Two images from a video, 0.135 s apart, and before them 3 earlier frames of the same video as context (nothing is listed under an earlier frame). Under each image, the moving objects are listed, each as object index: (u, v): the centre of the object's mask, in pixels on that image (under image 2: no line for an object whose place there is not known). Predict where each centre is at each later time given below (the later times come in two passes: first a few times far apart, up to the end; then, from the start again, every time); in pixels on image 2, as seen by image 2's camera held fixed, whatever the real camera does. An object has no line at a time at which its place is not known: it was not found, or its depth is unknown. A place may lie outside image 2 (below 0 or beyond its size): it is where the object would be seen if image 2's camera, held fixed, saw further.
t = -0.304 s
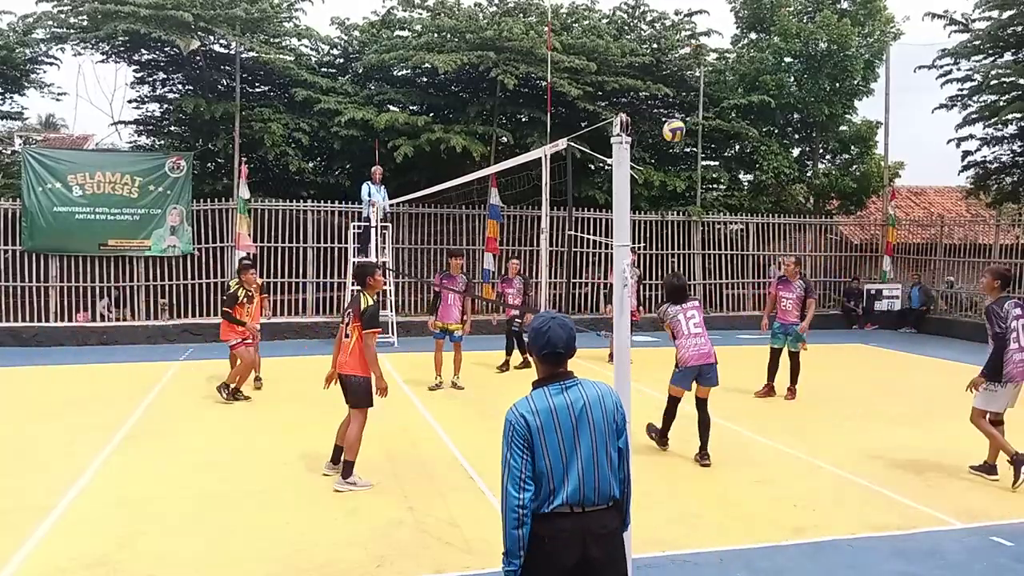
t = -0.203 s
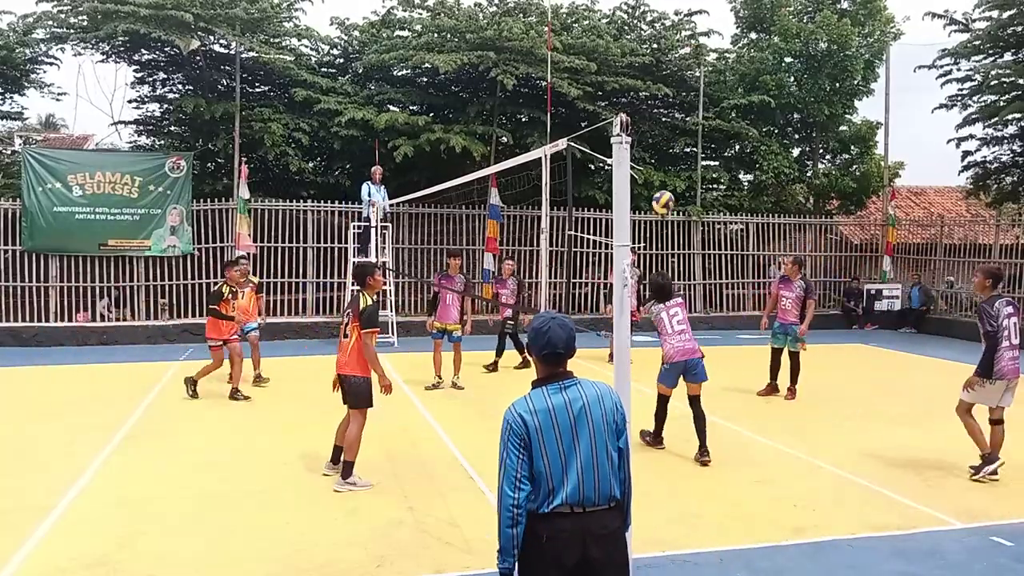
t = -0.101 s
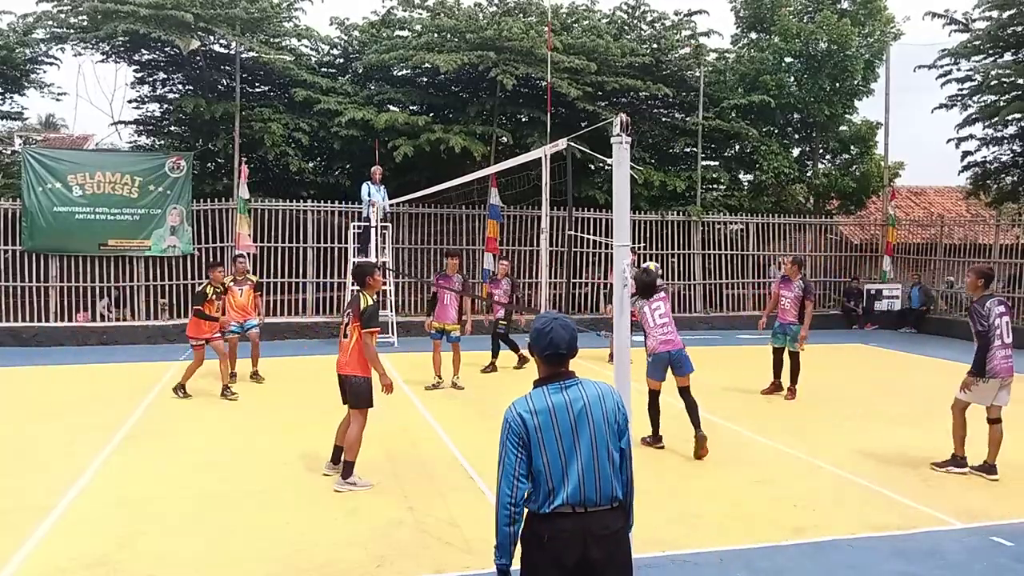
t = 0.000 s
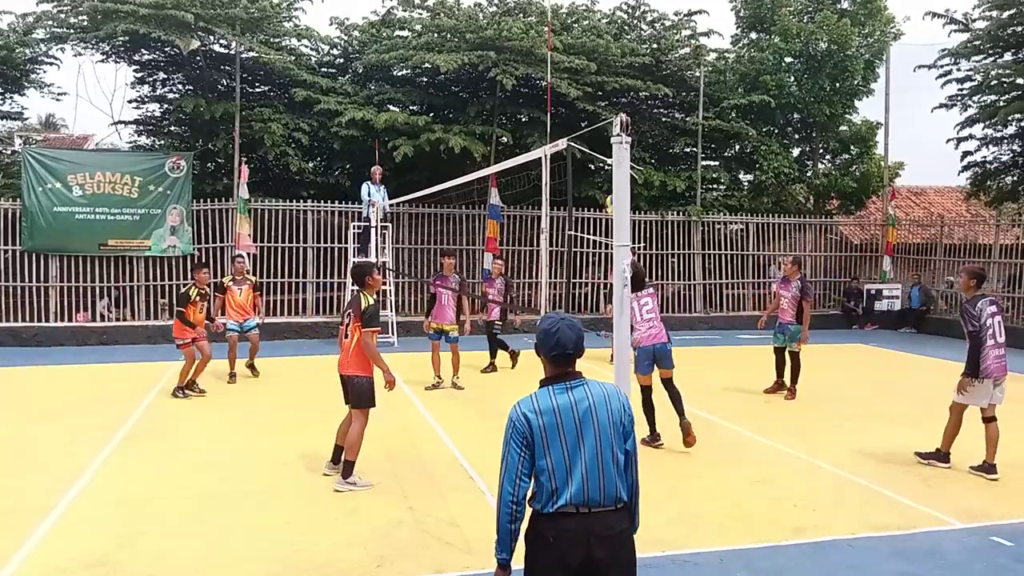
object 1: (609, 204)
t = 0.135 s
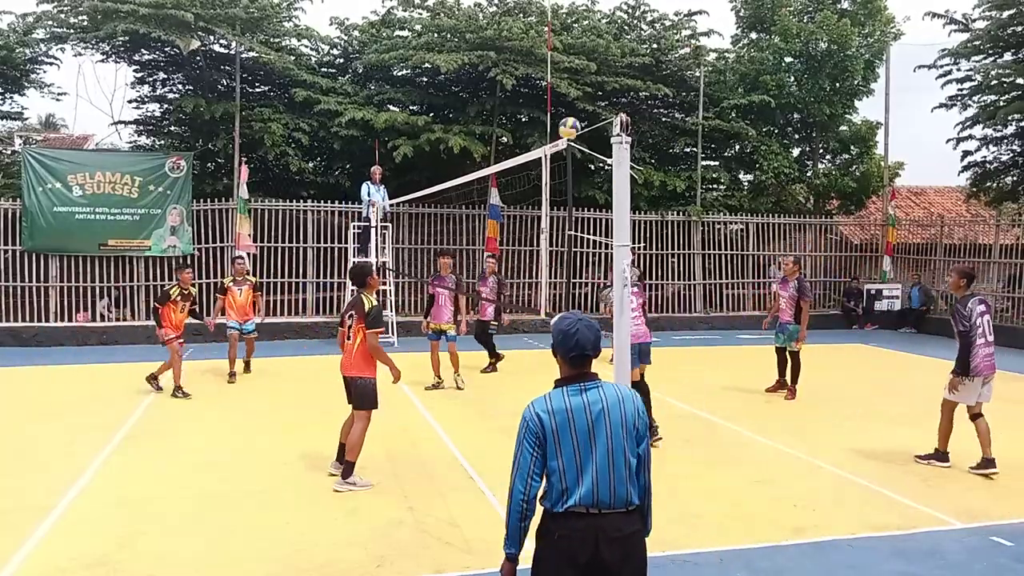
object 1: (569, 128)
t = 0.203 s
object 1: (546, 97)
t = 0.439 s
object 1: (464, 22)
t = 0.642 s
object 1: (391, 6)
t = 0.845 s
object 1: (318, 33)
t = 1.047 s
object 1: (245, 107)
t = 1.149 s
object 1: (210, 163)
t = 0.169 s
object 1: (558, 112)
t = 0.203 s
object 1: (546, 97)
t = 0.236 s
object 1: (535, 82)
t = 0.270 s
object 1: (523, 69)
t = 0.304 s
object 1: (511, 57)
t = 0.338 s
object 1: (499, 46)
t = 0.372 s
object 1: (488, 36)
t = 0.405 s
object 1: (476, 29)
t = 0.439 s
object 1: (464, 22)
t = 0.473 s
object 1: (452, 14)
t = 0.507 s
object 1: (439, 10)
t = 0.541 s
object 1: (428, 8)
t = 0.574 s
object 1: (414, 7)
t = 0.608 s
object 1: (404, 6)
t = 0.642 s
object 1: (391, 6)
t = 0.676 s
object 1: (379, 8)
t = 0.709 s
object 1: (368, 9)
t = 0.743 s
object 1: (355, 13)
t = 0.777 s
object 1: (342, 17)
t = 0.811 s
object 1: (331, 24)
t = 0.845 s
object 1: (318, 33)
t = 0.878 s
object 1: (306, 40)
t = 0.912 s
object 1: (294, 51)
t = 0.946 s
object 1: (281, 64)
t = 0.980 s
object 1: (270, 77)
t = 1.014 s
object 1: (257, 91)
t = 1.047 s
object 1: (245, 107)
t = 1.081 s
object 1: (233, 124)
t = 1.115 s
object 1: (222, 143)
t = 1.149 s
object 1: (210, 163)
